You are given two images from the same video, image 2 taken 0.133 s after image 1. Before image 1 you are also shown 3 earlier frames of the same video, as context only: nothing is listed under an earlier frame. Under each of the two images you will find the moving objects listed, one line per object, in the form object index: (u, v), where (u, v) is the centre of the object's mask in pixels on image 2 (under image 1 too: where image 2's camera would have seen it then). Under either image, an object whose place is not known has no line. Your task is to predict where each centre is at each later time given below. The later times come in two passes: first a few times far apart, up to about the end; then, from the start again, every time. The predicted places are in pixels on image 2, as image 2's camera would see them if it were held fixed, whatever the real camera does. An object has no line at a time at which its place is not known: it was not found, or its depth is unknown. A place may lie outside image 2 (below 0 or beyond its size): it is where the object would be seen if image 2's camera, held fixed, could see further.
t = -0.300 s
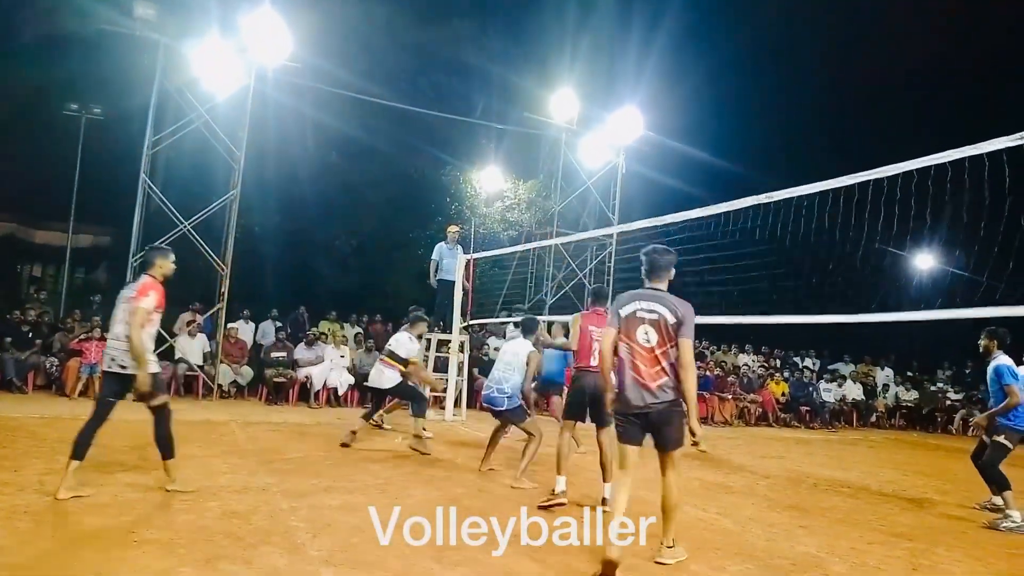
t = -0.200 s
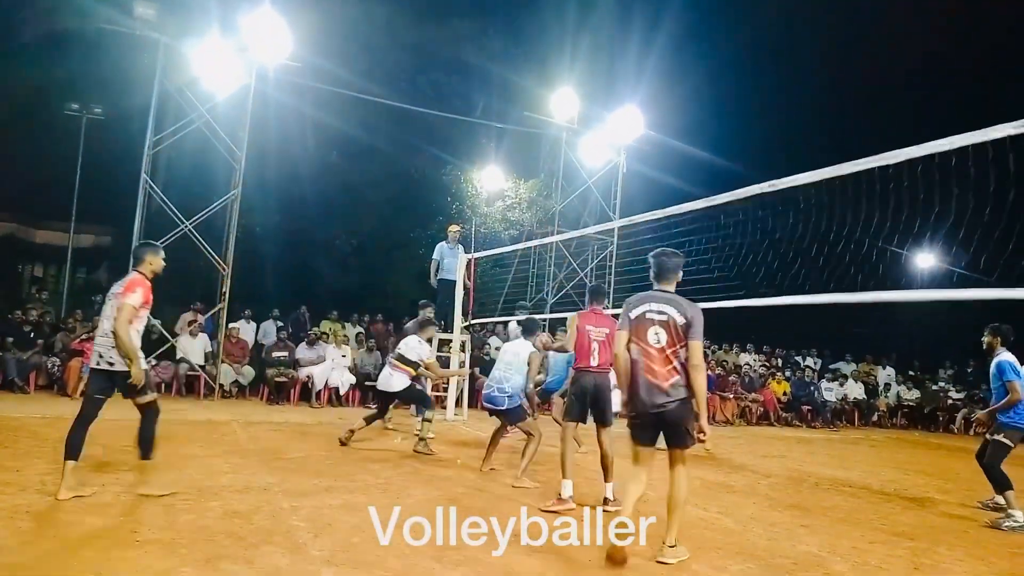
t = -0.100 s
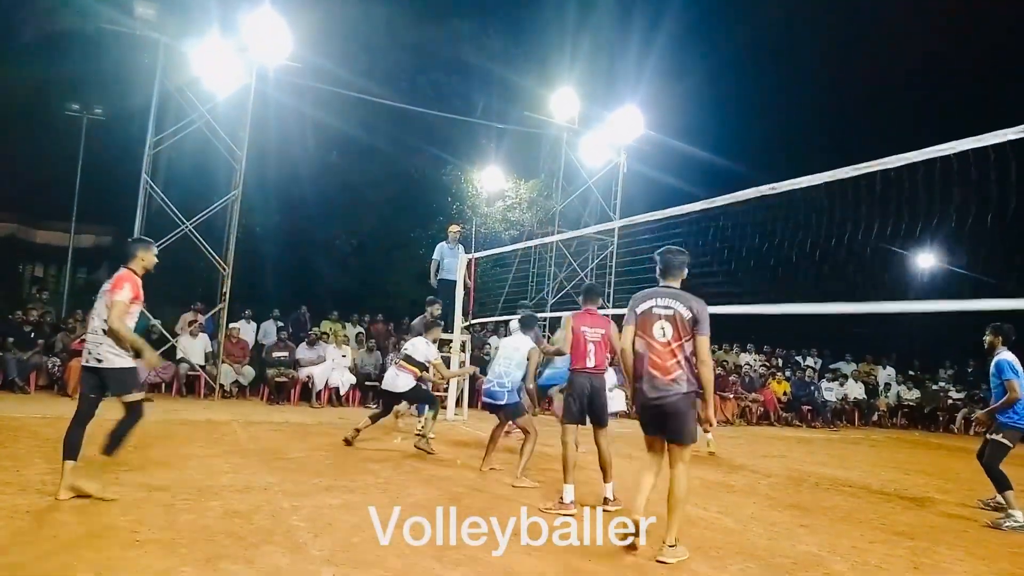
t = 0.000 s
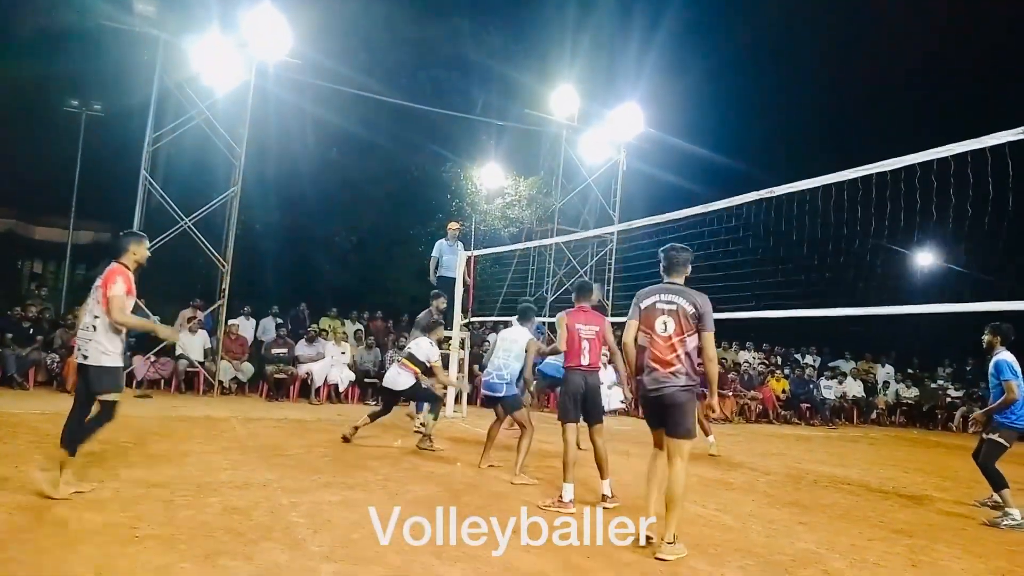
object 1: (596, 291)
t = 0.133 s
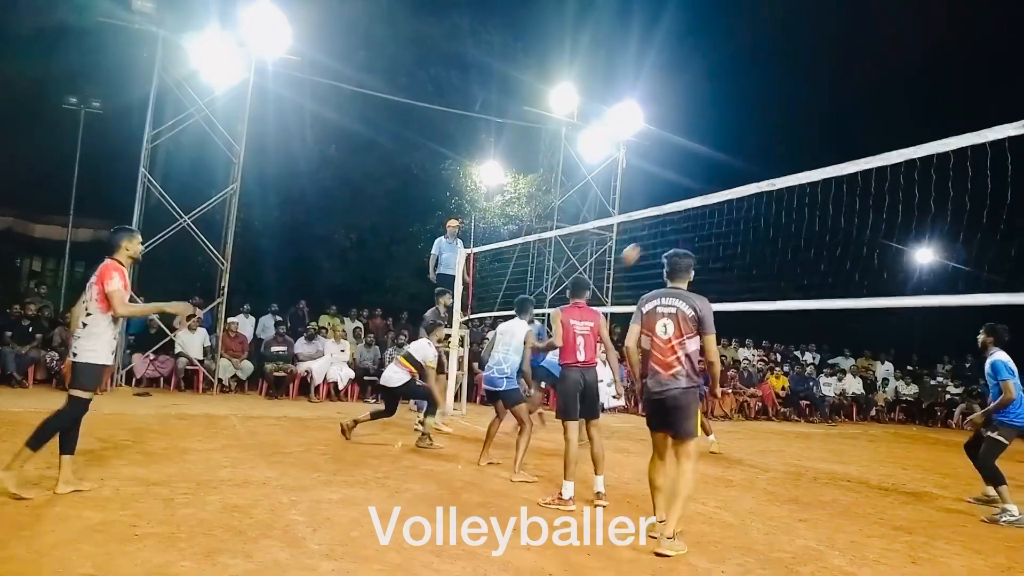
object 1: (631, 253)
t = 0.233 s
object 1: (658, 234)
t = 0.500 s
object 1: (722, 221)
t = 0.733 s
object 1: (768, 248)
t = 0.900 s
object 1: (798, 288)
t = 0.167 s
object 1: (641, 246)
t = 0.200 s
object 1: (649, 239)
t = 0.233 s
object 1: (658, 234)
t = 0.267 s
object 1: (667, 229)
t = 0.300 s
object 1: (676, 225)
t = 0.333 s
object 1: (684, 223)
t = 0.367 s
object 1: (692, 221)
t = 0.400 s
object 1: (699, 220)
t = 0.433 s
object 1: (707, 220)
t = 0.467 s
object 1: (715, 220)
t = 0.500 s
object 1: (722, 221)
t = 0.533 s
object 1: (729, 223)
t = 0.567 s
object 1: (736, 226)
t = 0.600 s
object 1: (744, 228)
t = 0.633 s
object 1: (749, 233)
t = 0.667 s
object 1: (756, 237)
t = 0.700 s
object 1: (763, 242)
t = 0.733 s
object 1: (768, 248)
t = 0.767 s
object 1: (775, 255)
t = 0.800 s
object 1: (781, 262)
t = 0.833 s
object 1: (786, 270)
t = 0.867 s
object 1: (792, 279)
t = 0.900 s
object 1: (798, 288)
